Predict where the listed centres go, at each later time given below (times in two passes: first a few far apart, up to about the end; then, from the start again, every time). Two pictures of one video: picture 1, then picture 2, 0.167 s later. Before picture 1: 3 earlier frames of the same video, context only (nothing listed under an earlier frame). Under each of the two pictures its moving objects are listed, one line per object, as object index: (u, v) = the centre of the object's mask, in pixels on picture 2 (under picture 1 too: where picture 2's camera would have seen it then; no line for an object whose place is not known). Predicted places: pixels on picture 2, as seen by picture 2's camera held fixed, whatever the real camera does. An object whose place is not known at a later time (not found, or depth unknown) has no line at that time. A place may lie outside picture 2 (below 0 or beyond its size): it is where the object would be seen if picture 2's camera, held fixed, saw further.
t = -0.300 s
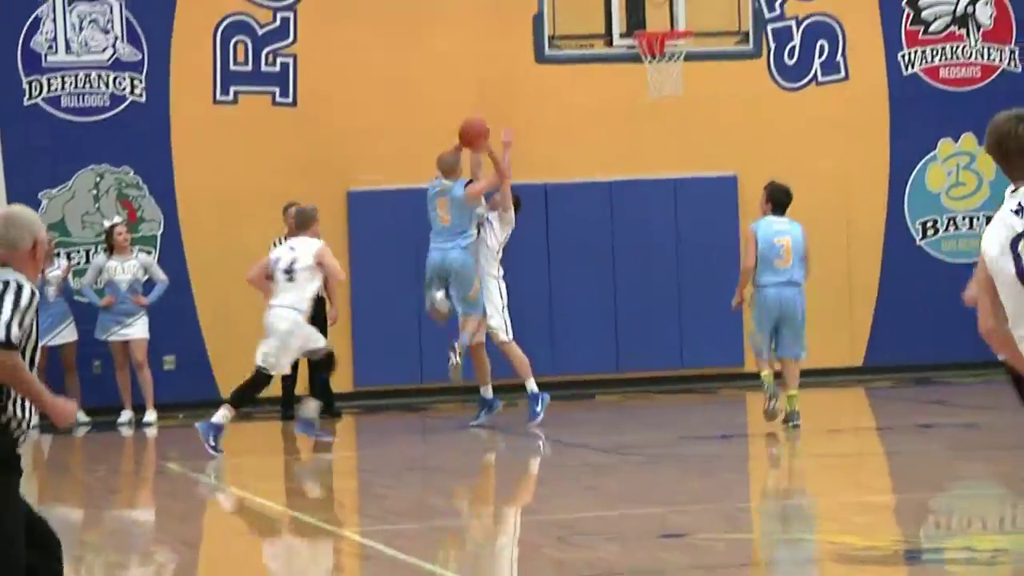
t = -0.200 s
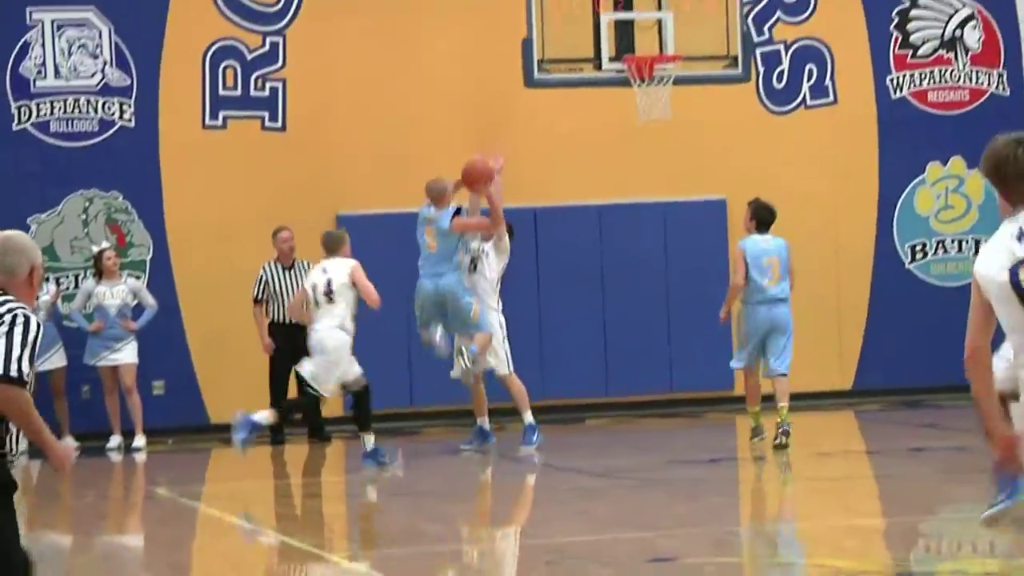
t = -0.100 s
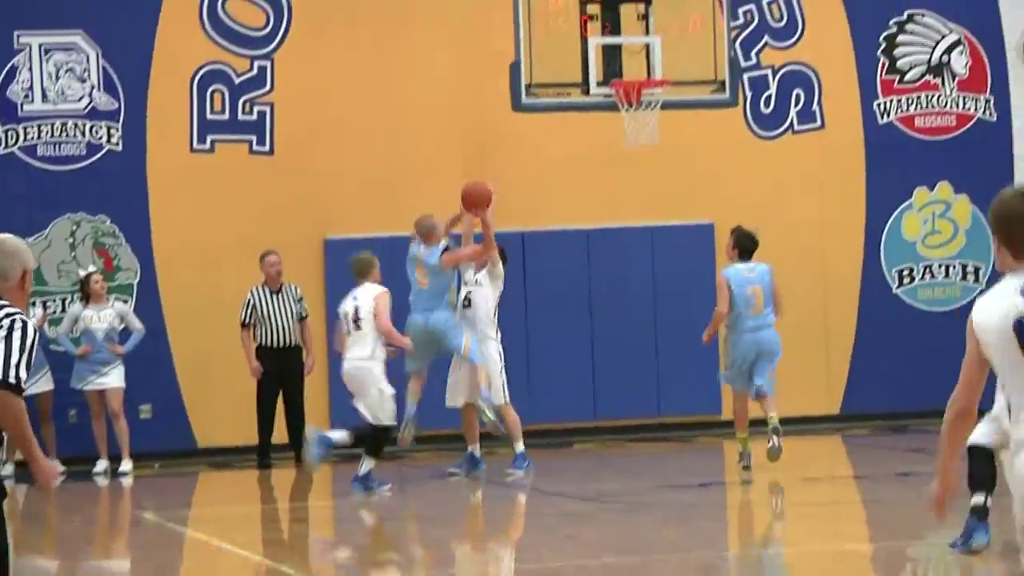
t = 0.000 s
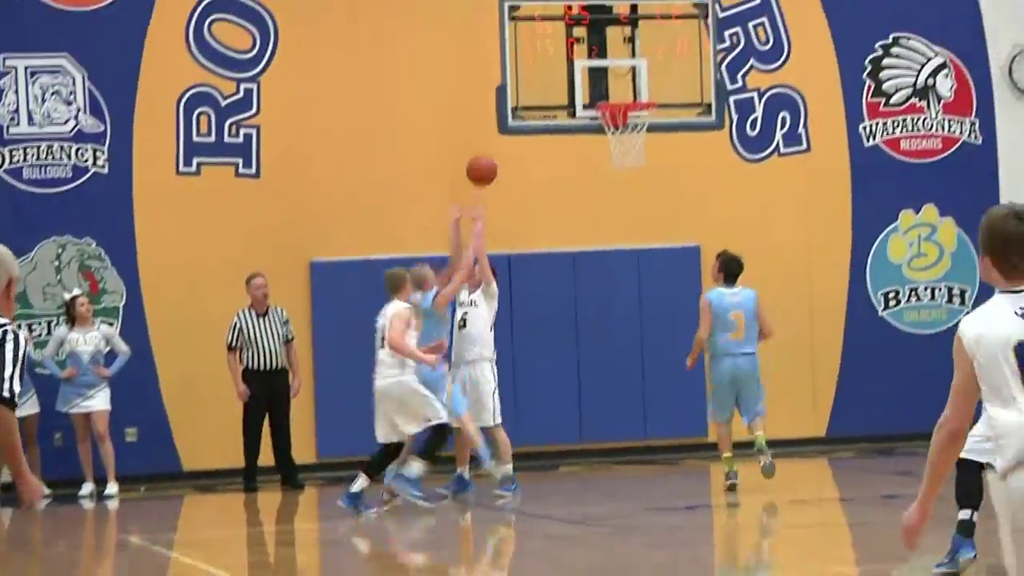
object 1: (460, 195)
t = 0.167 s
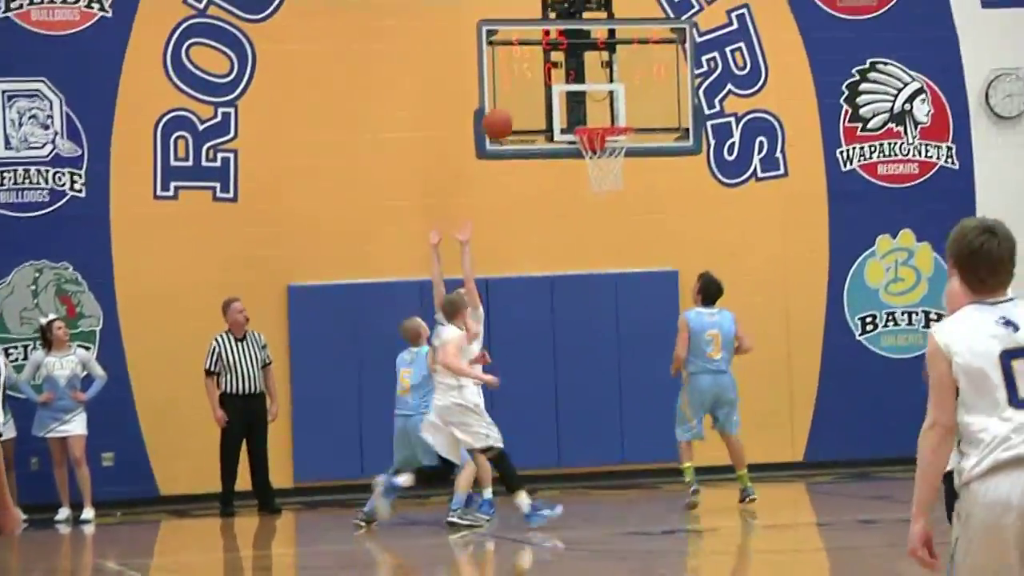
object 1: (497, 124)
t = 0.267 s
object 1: (519, 99)
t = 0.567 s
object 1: (585, 99)
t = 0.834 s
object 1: (636, 97)
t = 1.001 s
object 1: (667, 114)
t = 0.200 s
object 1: (504, 114)
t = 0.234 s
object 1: (511, 106)
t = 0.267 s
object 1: (519, 99)
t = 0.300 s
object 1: (526, 94)
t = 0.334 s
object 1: (533, 90)
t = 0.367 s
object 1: (541, 87)
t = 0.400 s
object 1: (549, 86)
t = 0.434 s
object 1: (556, 87)
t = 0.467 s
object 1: (562, 87)
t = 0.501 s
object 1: (571, 89)
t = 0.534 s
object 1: (579, 93)
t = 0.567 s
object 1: (585, 99)
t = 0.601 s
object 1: (592, 106)
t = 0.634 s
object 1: (599, 112)
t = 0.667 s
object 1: (606, 112)
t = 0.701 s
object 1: (612, 107)
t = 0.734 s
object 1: (618, 103)
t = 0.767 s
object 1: (624, 99)
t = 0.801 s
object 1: (630, 97)
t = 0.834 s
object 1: (636, 97)
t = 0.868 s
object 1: (642, 97)
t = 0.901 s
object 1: (648, 100)
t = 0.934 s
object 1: (654, 103)
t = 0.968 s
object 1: (660, 108)
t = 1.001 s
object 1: (667, 114)
